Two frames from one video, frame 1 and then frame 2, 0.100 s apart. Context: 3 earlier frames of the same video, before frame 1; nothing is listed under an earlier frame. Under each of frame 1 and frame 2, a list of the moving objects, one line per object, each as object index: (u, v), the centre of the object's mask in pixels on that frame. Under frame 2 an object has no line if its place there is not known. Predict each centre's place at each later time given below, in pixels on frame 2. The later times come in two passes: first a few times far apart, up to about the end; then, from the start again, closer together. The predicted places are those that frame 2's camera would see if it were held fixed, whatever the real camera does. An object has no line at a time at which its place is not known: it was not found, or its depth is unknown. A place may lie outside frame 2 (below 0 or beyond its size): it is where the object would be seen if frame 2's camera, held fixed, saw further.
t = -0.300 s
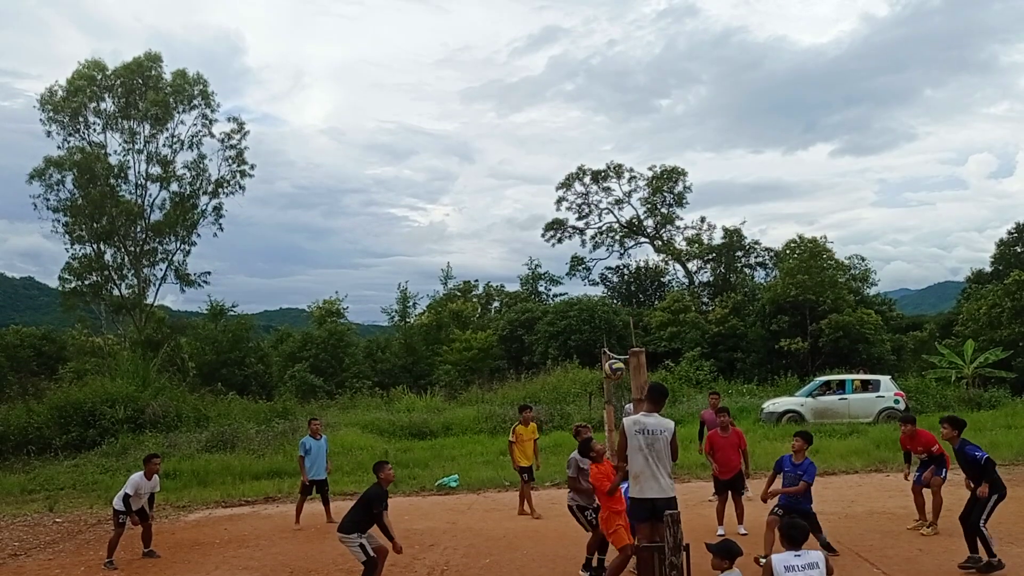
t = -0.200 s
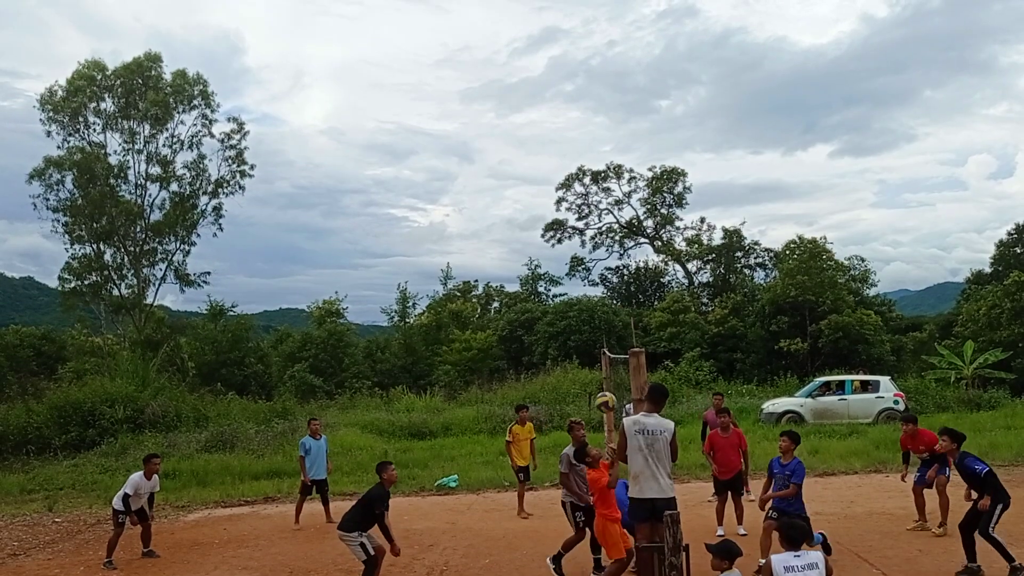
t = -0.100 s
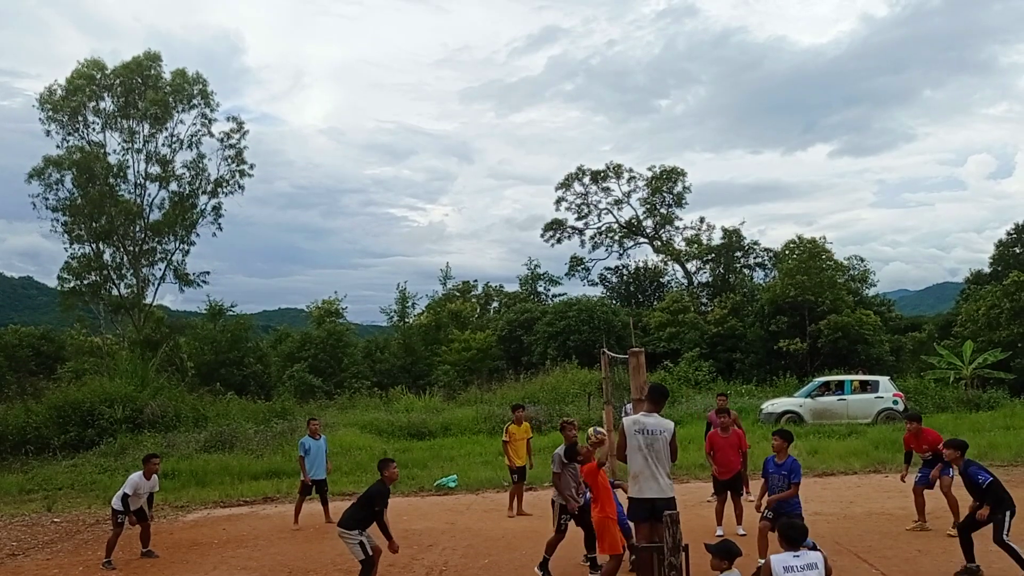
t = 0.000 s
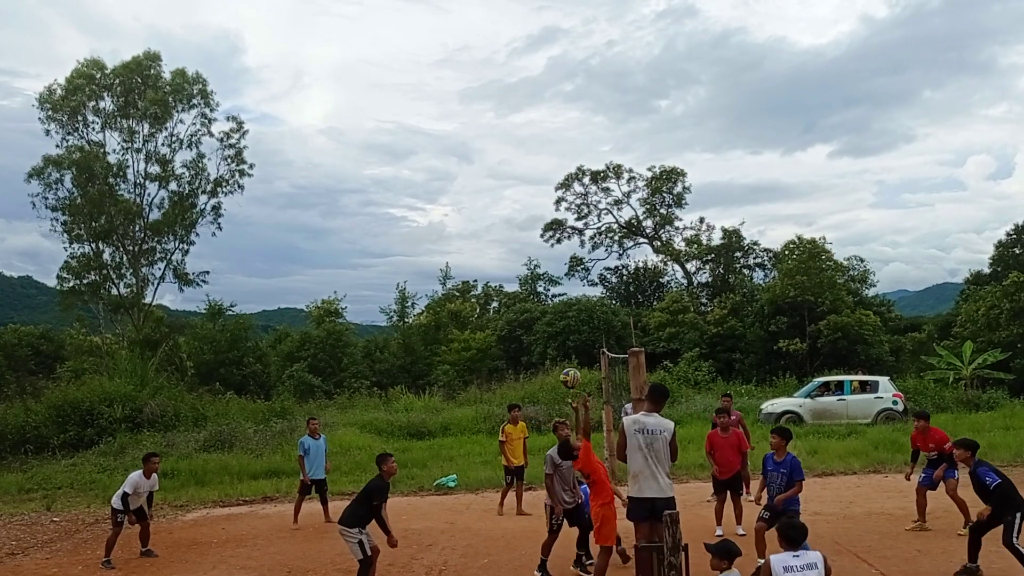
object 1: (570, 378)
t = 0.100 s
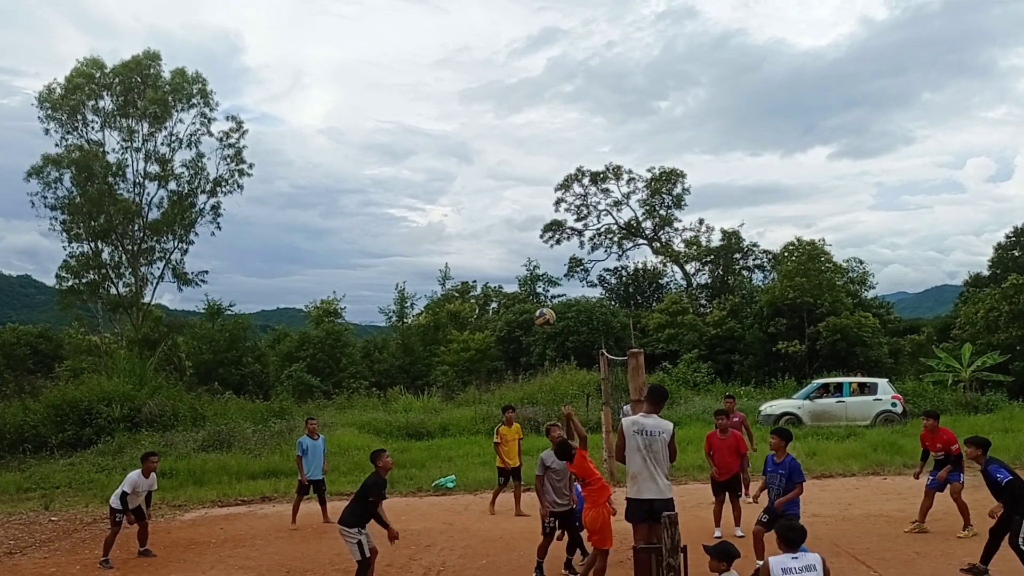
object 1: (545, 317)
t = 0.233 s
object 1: (513, 254)
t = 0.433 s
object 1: (471, 191)
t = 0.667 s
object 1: (426, 166)
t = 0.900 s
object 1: (383, 191)
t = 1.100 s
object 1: (351, 252)
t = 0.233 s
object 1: (513, 254)
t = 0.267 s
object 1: (506, 241)
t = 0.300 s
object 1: (498, 228)
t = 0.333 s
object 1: (491, 218)
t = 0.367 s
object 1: (484, 208)
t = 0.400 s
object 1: (478, 199)
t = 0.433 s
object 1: (471, 191)
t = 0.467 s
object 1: (464, 184)
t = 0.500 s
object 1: (458, 179)
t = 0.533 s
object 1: (451, 174)
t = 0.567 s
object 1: (445, 170)
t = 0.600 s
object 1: (438, 168)
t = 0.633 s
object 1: (432, 166)
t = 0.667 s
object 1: (426, 166)
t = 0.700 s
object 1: (419, 166)
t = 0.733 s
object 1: (413, 168)
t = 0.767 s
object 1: (407, 170)
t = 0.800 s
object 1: (401, 174)
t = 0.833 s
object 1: (395, 179)
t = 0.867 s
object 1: (389, 184)
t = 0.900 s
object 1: (383, 191)
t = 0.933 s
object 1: (378, 199)
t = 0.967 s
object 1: (372, 208)
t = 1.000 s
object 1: (366, 217)
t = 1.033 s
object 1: (361, 228)
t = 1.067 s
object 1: (356, 240)
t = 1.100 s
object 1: (351, 252)
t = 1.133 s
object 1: (346, 266)
